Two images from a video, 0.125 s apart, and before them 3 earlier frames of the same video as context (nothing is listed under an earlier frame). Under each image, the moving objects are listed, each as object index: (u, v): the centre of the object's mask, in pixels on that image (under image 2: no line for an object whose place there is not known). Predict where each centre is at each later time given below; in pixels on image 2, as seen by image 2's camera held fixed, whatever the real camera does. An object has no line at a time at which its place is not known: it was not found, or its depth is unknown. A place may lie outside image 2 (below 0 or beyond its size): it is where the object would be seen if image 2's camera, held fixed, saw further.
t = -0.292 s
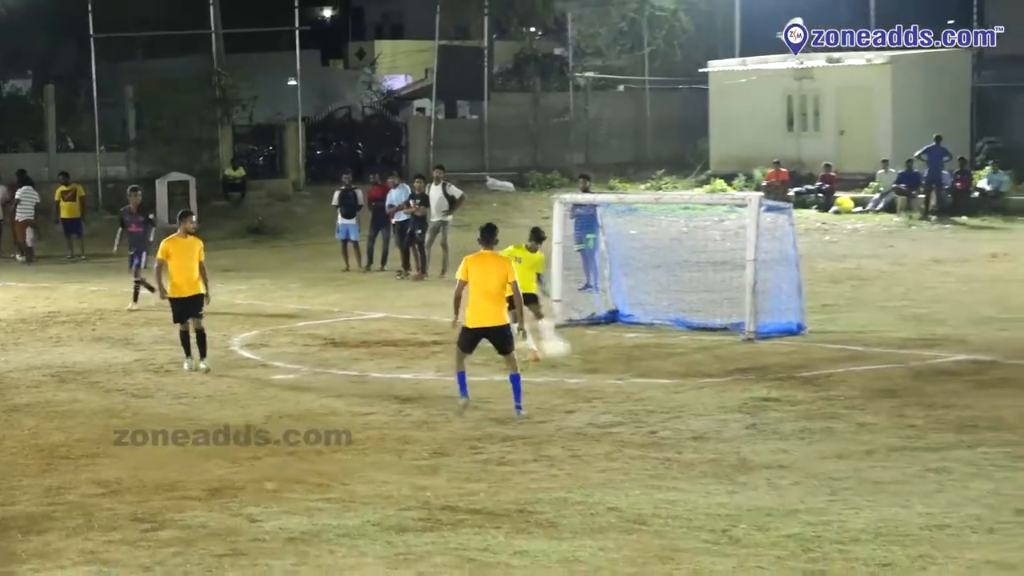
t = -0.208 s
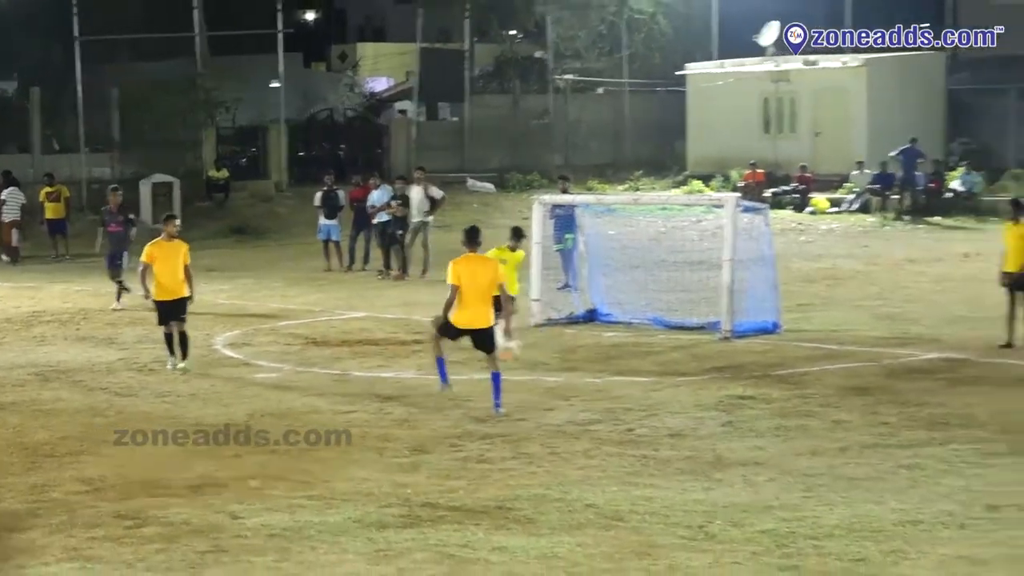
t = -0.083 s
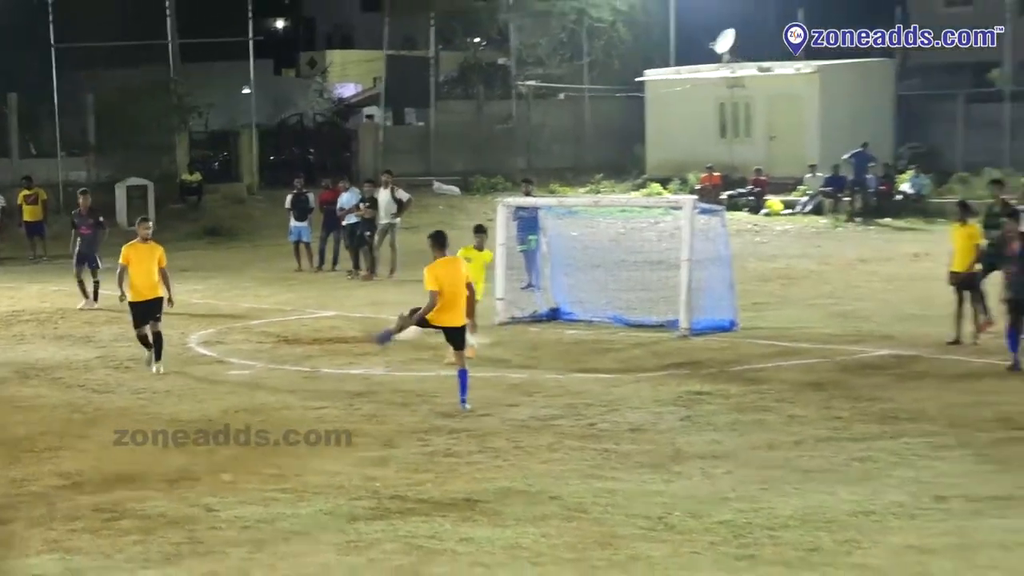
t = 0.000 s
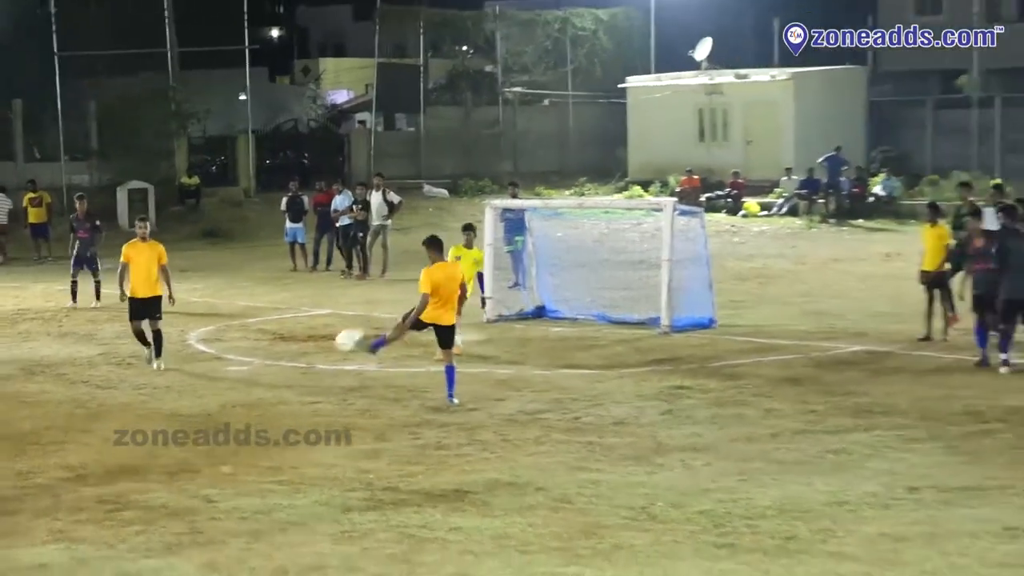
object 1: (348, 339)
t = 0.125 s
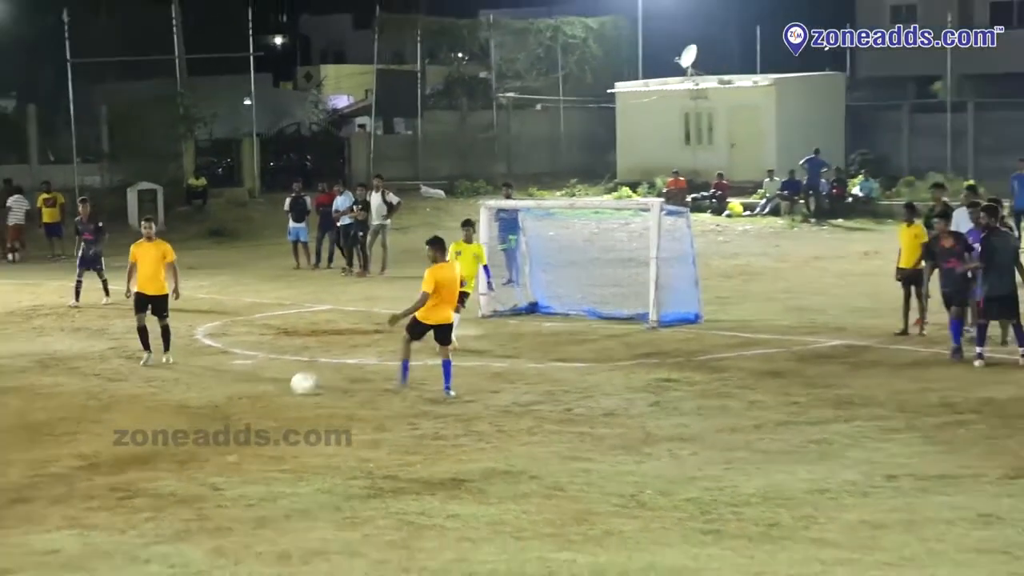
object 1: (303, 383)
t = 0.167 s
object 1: (296, 374)
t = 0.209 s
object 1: (290, 364)
